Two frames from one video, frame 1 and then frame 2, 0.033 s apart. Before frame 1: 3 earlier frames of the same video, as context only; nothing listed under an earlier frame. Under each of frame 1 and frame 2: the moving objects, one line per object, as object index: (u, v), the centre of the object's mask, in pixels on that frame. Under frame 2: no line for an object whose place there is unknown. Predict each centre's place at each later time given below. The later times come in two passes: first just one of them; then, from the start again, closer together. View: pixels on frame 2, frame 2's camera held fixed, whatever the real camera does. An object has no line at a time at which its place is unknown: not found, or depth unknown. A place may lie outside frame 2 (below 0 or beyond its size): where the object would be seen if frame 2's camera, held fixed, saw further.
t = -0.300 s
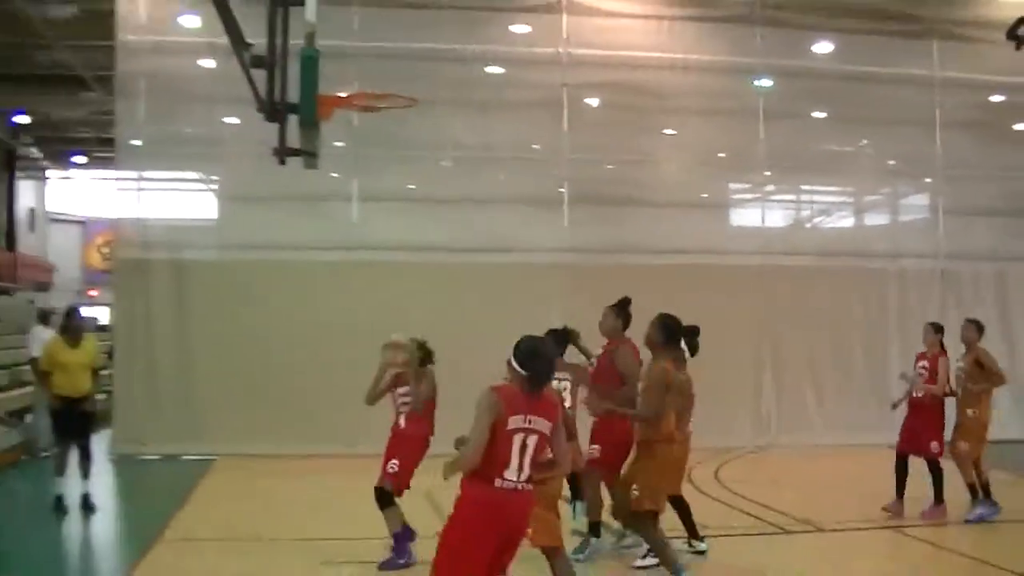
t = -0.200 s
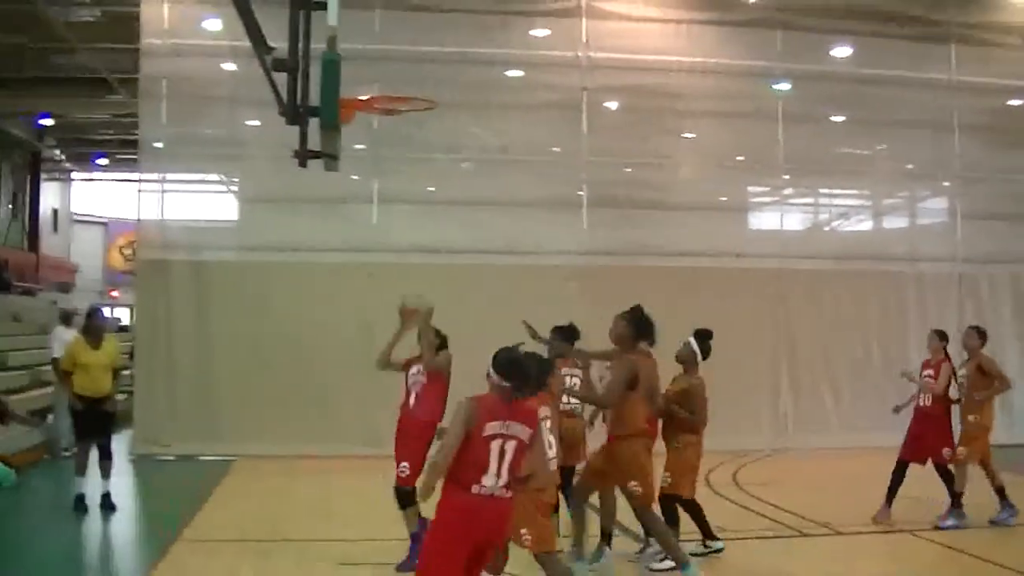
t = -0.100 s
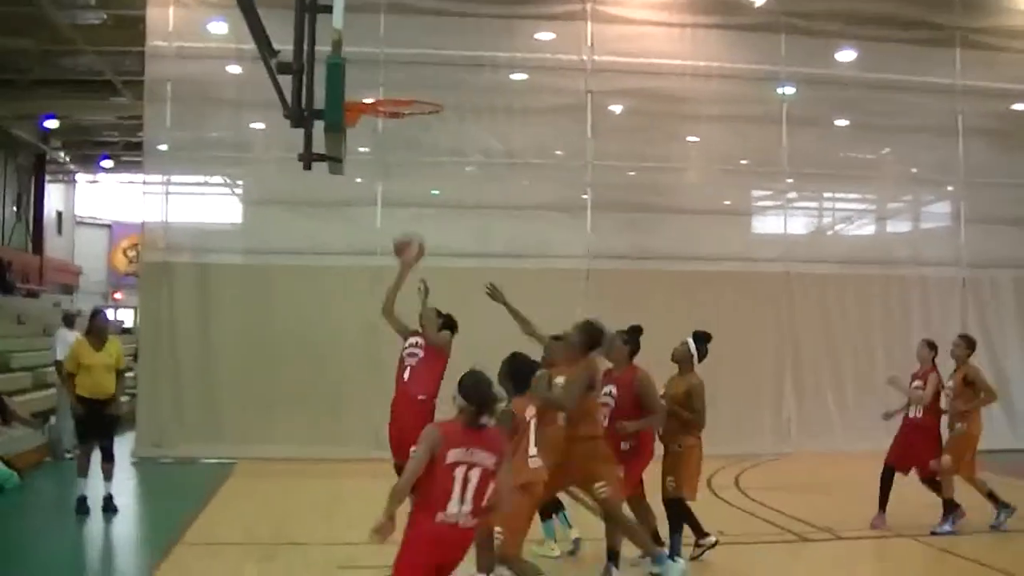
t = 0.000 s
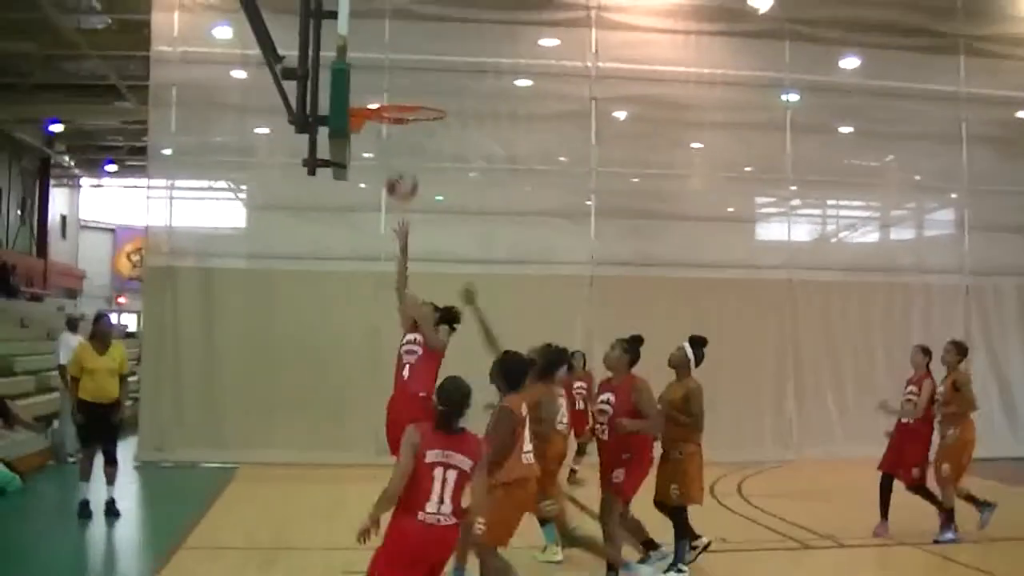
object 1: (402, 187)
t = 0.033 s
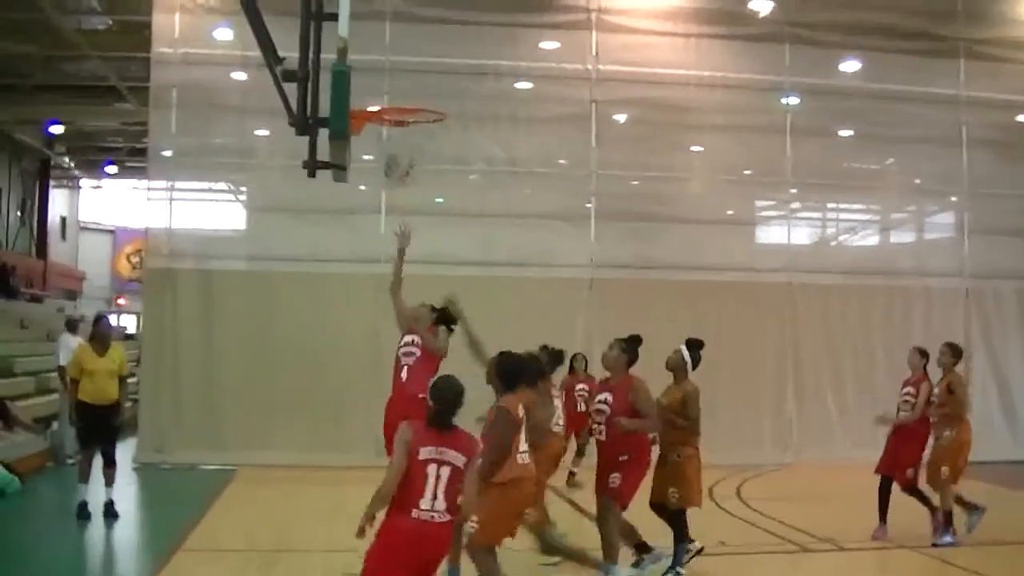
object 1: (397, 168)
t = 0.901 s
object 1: (408, 173)
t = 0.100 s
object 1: (390, 135)
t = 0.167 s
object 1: (381, 96)
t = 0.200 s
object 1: (376, 87)
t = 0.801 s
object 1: (414, 155)
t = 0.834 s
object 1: (413, 163)
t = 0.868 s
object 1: (410, 169)
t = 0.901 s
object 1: (408, 173)
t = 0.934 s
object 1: (405, 178)
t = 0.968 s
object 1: (402, 183)
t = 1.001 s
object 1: (399, 189)
